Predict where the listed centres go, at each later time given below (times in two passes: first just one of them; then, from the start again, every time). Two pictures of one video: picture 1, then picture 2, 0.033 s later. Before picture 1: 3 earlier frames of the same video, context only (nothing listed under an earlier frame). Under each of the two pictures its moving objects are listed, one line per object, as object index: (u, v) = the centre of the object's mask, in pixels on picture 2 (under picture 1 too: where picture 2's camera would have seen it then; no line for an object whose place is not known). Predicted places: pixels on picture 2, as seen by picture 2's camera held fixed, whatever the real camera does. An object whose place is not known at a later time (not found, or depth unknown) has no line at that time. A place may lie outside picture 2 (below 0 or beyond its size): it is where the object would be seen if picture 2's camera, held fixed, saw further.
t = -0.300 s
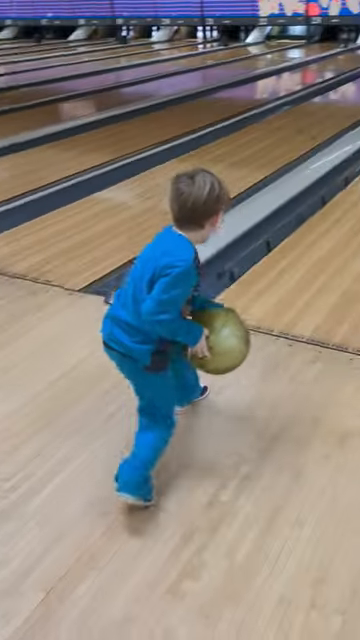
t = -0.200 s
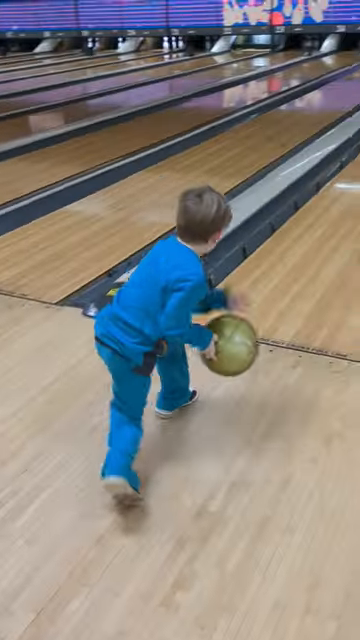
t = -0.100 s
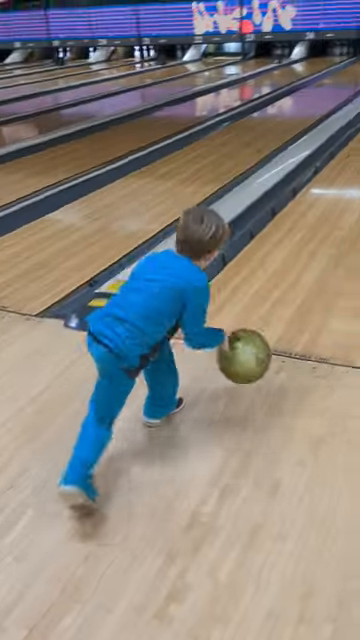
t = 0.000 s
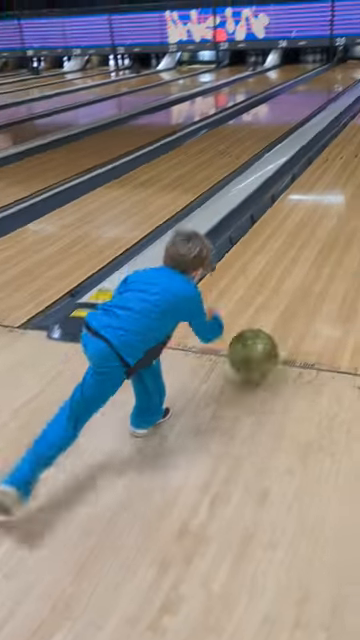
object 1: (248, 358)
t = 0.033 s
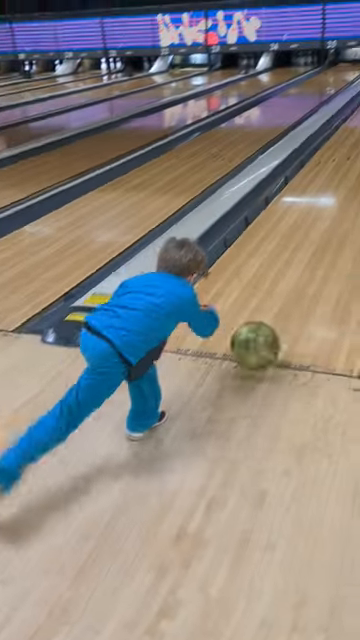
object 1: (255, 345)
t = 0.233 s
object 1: (289, 311)
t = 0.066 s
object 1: (262, 339)
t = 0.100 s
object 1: (267, 333)
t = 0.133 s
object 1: (273, 330)
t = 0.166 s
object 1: (278, 323)
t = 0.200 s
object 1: (284, 316)
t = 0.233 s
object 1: (289, 311)
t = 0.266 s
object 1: (295, 305)
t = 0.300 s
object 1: (299, 300)
